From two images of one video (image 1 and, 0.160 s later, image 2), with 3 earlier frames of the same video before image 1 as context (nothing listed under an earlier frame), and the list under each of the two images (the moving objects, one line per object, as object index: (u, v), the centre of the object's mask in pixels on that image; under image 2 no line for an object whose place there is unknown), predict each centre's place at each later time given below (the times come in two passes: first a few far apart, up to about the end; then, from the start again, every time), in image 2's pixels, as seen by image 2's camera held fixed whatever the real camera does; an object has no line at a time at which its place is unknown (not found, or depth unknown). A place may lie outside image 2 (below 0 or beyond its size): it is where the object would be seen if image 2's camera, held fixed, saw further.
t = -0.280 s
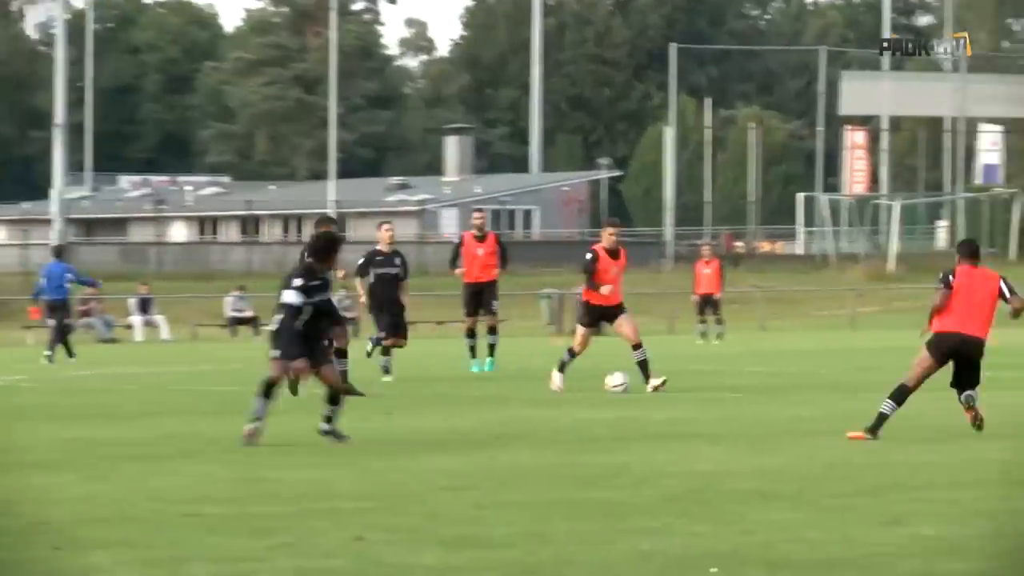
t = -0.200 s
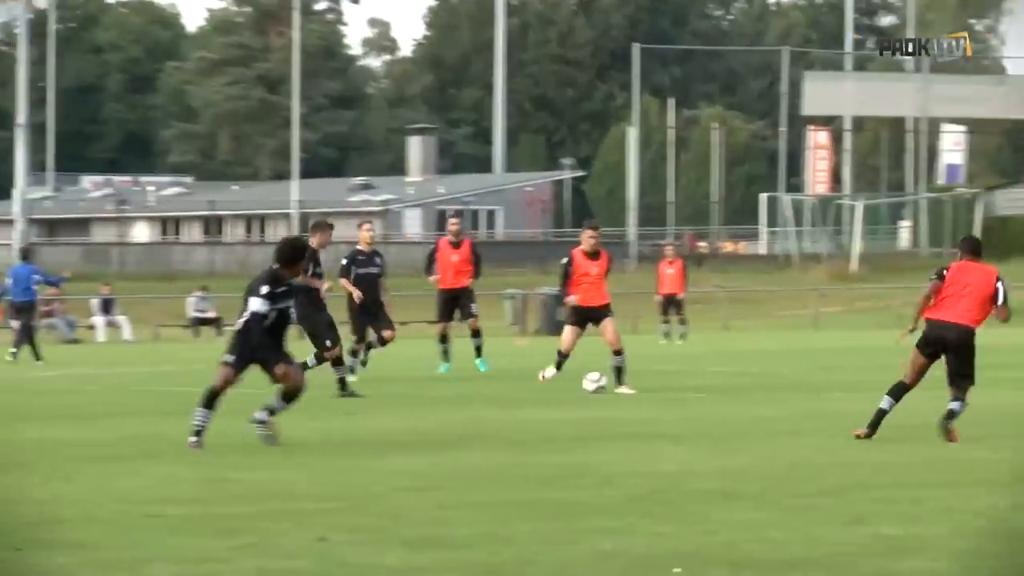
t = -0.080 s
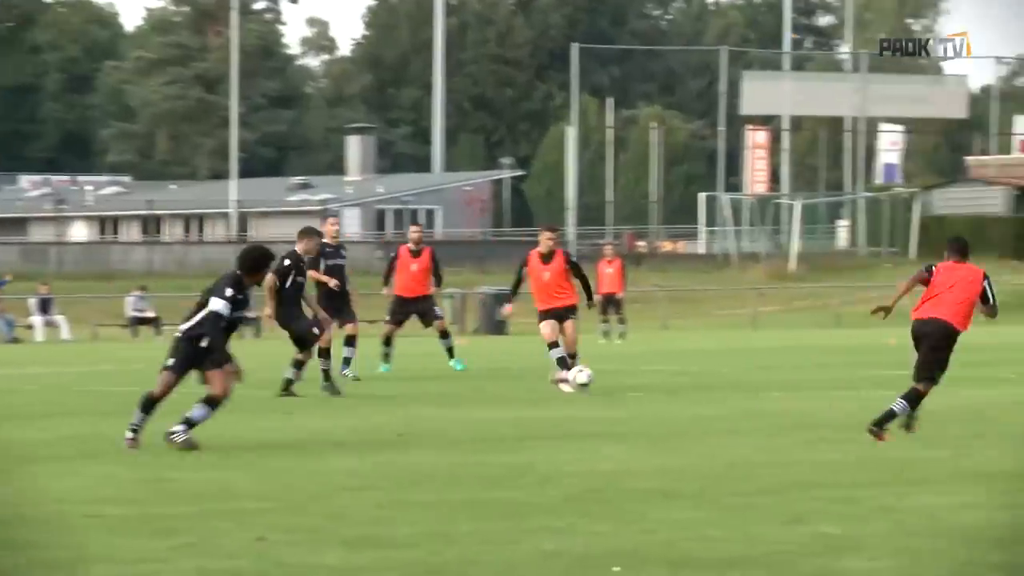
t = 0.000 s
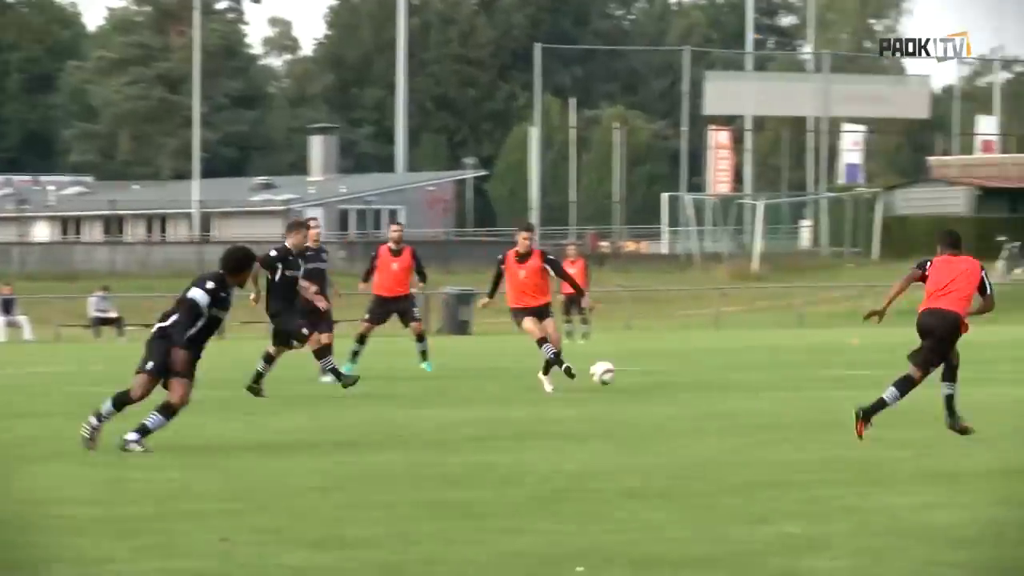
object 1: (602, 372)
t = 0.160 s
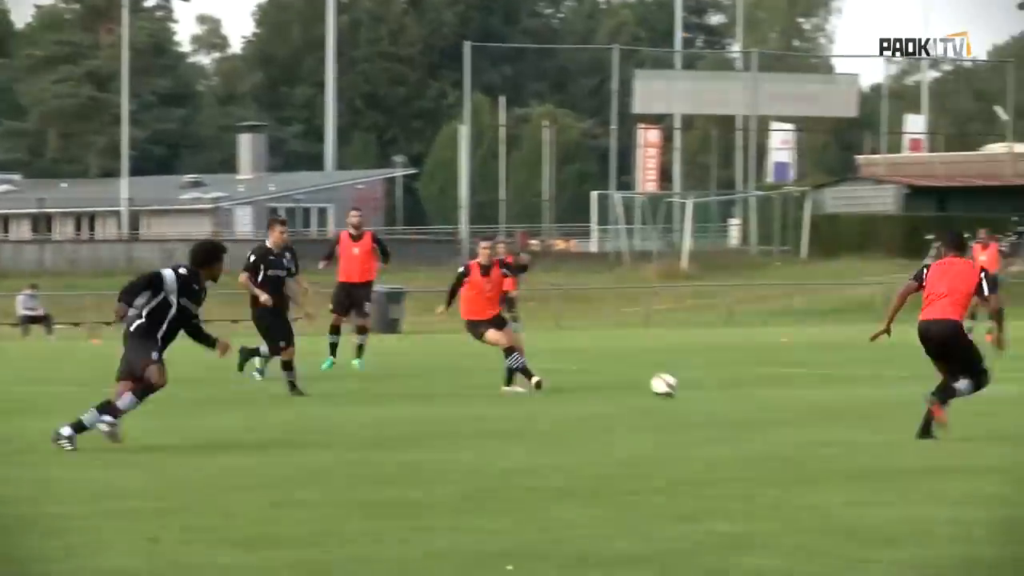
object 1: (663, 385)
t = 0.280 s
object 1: (760, 391)
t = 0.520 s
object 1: (958, 412)
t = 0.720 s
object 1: (1108, 415)
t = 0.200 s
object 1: (699, 395)
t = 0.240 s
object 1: (730, 395)
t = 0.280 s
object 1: (760, 391)
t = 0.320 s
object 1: (792, 389)
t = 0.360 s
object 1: (823, 389)
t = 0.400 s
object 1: (857, 392)
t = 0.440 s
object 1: (890, 397)
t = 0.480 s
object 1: (924, 404)
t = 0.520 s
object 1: (958, 412)
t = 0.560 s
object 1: (987, 411)
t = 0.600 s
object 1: (1017, 408)
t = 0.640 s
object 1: (1047, 408)
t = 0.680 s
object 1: (1077, 410)
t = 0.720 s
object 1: (1108, 415)
